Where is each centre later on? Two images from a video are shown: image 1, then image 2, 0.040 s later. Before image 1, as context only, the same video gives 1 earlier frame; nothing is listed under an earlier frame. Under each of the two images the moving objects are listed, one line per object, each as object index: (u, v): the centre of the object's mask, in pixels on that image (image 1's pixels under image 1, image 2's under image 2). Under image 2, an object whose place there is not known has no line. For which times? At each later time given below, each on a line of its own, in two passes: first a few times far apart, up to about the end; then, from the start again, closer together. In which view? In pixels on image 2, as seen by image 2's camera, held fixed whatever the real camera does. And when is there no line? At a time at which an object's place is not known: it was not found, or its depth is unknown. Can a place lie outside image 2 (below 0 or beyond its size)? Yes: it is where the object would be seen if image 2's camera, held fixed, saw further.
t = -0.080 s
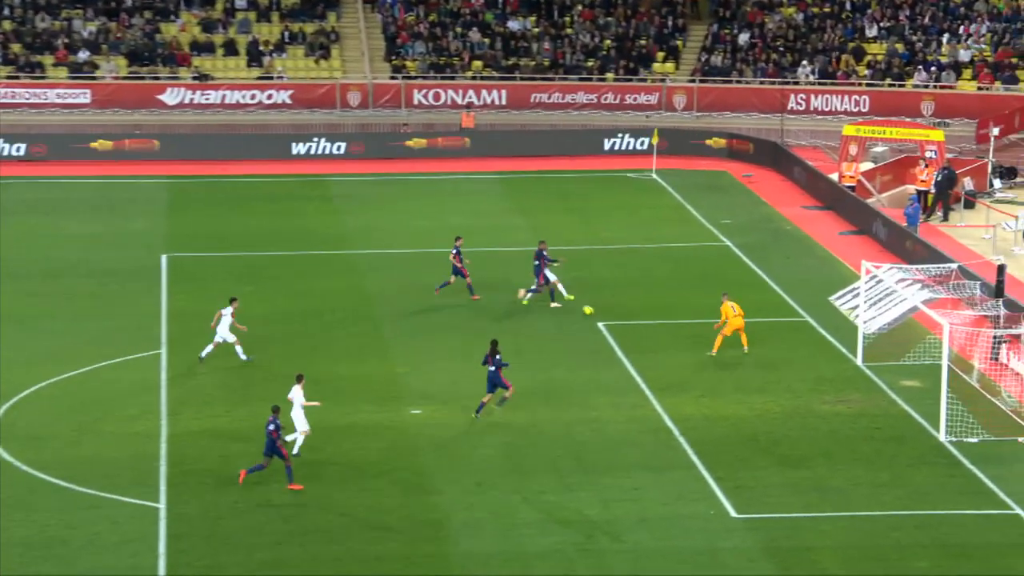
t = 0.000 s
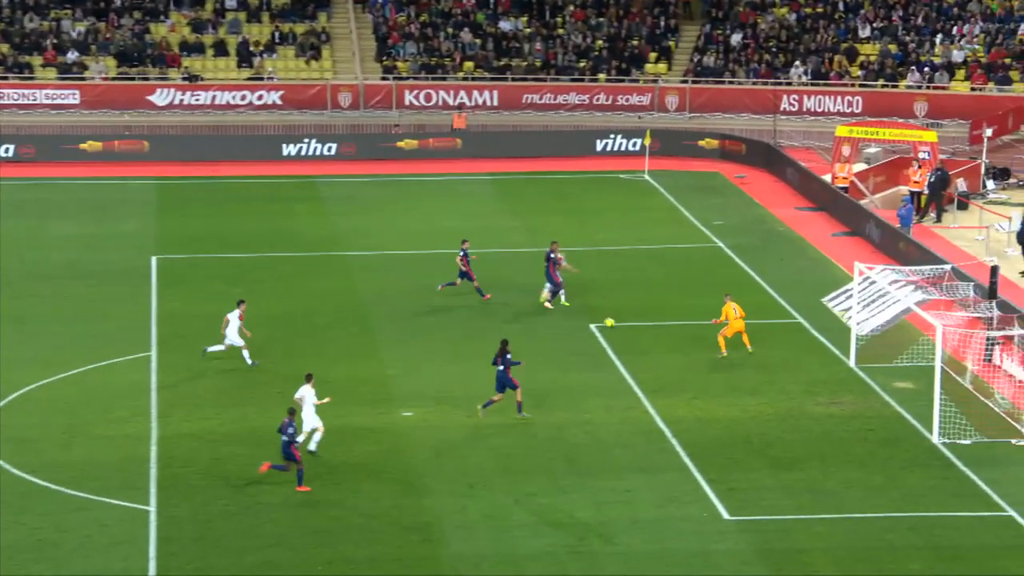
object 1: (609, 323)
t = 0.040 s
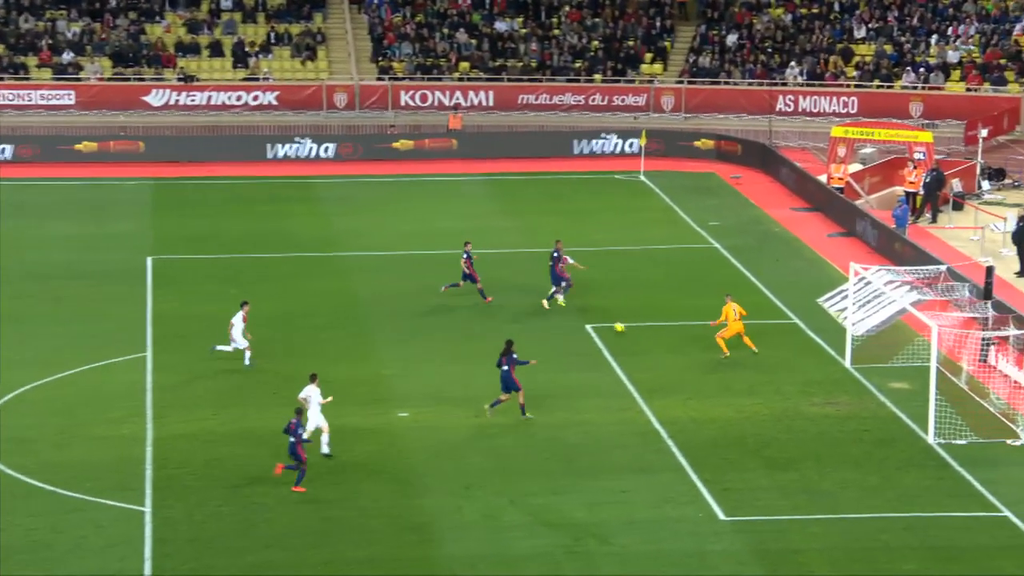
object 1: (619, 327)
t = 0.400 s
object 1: (733, 366)
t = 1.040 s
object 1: (919, 417)
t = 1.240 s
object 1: (974, 433)
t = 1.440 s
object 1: (997, 407)
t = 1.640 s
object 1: (1012, 390)
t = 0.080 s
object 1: (632, 332)
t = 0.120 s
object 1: (646, 337)
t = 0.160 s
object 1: (659, 341)
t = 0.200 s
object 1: (671, 345)
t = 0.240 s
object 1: (683, 350)
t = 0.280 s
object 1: (697, 355)
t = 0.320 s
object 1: (709, 358)
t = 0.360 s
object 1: (721, 362)
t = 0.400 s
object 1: (733, 366)
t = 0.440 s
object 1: (745, 371)
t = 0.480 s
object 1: (757, 374)
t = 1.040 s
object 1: (919, 417)
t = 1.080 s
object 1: (926, 421)
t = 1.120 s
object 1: (942, 428)
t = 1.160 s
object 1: (953, 433)
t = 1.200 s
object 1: (964, 434)
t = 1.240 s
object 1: (974, 433)
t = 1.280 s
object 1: (980, 428)
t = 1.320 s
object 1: (985, 423)
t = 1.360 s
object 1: (989, 417)
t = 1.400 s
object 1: (993, 412)
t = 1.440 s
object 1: (997, 407)
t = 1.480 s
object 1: (999, 404)
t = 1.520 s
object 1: (1003, 399)
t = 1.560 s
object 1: (1007, 395)
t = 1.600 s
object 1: (1009, 393)
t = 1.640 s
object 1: (1012, 390)
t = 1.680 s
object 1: (1014, 388)
